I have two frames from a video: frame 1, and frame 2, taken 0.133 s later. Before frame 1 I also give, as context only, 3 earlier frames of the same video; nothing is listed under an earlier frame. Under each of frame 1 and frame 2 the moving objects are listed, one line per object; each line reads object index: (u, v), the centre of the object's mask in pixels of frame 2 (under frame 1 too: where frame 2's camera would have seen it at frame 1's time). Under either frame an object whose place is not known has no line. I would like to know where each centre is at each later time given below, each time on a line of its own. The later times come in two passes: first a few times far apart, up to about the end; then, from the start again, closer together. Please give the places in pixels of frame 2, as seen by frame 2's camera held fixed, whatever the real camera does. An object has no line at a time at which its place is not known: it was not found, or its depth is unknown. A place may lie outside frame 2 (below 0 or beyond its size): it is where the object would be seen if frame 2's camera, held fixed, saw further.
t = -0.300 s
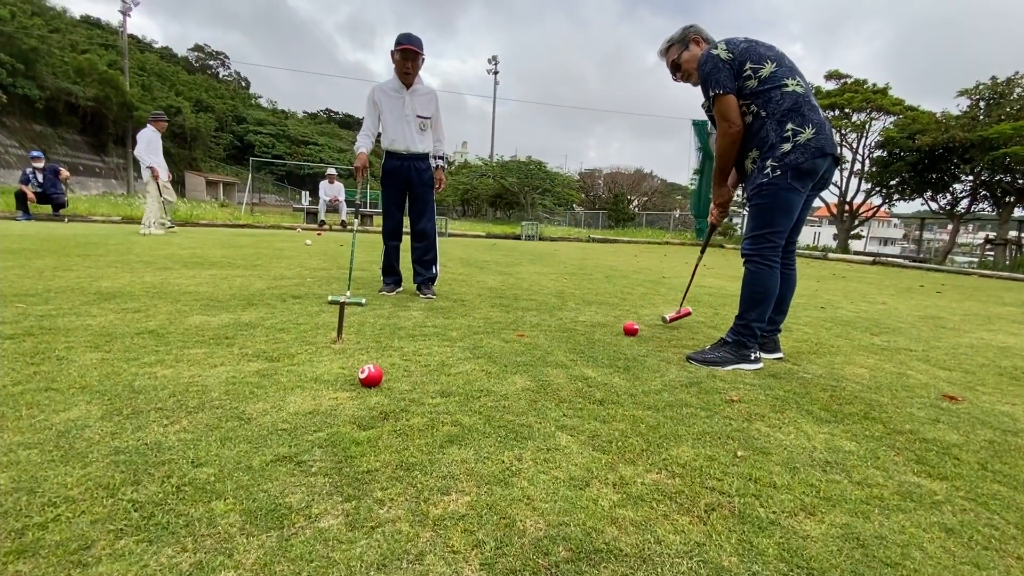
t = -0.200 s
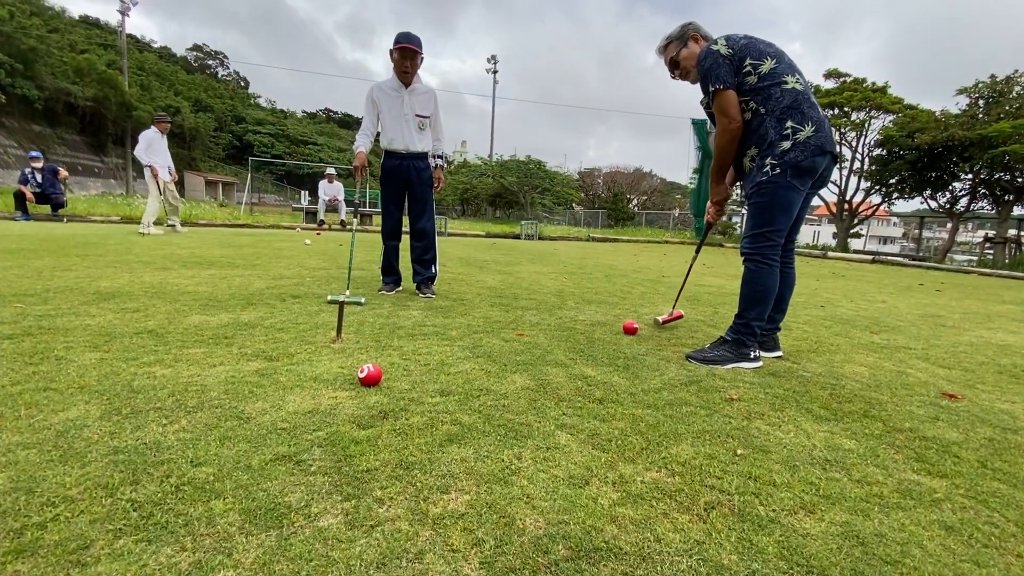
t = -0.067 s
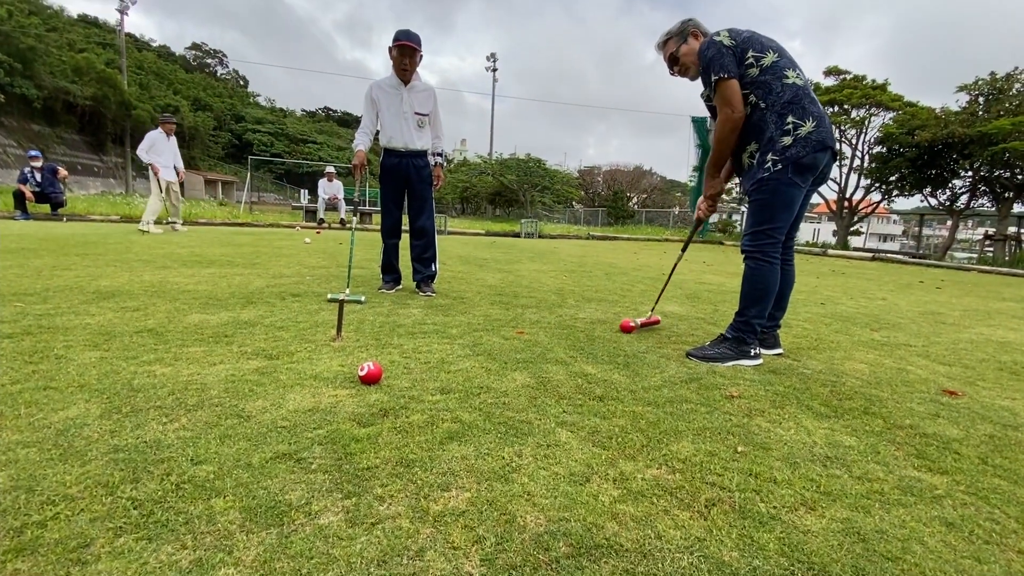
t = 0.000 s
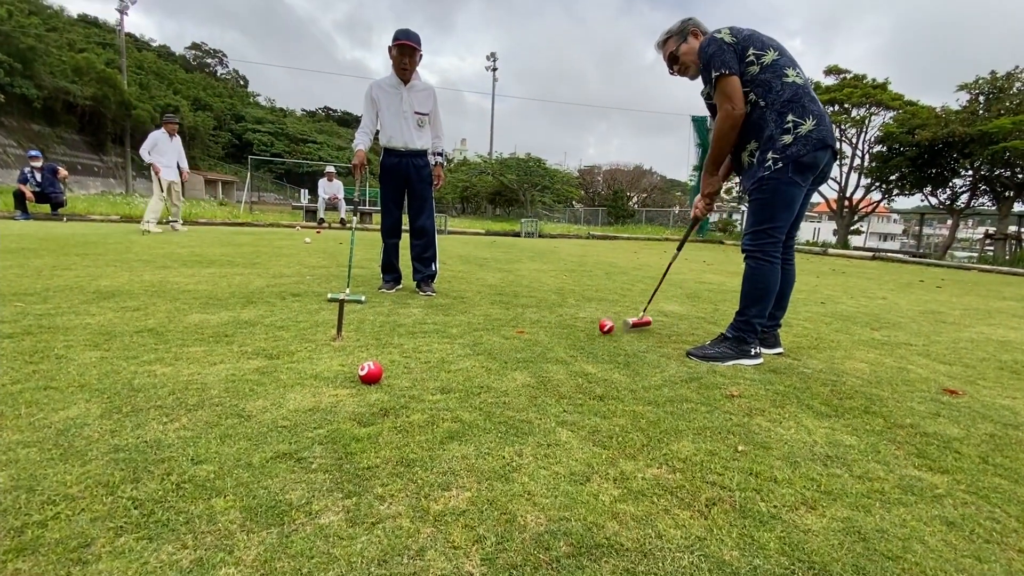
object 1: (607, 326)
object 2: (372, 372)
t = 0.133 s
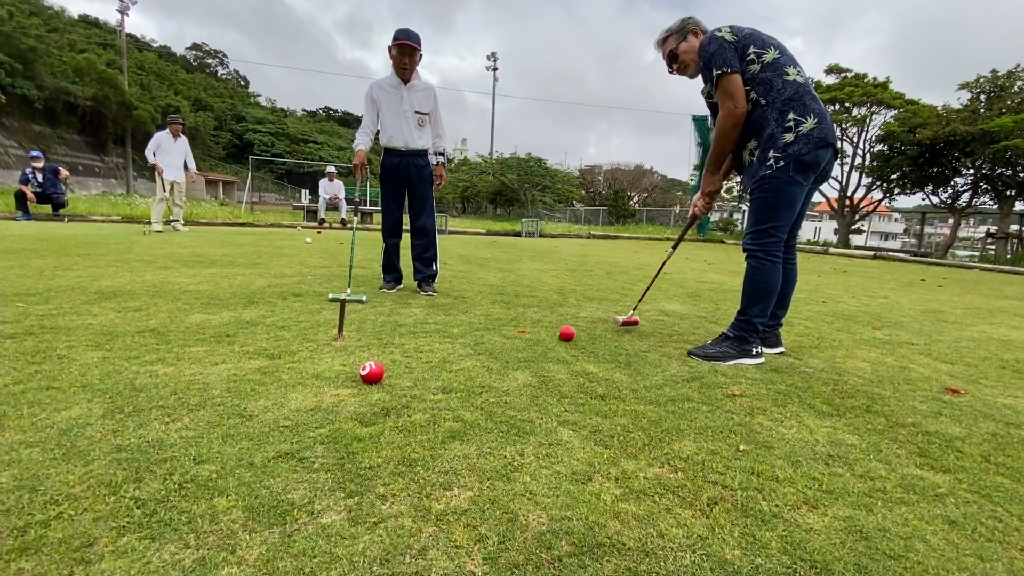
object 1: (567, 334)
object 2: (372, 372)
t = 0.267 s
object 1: (530, 339)
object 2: (372, 372)
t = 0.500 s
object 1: (467, 350)
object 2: (372, 372)
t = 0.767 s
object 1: (391, 362)
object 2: (371, 372)
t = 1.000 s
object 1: (345, 362)
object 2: (354, 378)
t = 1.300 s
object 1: (323, 361)
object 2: (346, 379)
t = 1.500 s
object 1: (318, 362)
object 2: (350, 378)
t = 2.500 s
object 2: (352, 376)
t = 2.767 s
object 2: (352, 376)
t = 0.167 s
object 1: (557, 334)
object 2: (372, 372)
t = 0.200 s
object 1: (549, 333)
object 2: (372, 372)
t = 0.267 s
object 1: (530, 339)
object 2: (372, 372)
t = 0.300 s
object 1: (522, 338)
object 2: (372, 372)
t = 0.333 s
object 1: (513, 337)
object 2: (372, 372)
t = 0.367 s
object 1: (504, 340)
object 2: (372, 372)
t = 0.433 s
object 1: (486, 345)
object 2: (372, 372)
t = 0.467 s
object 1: (477, 346)
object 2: (372, 372)
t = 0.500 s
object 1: (467, 350)
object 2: (372, 372)
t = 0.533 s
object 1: (458, 352)
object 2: (372, 372)
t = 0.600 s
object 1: (439, 355)
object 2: (372, 372)
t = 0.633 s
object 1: (429, 357)
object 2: (372, 372)
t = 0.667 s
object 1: (419, 357)
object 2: (372, 372)
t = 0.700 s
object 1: (410, 360)
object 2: (372, 372)
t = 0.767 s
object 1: (391, 362)
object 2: (371, 372)
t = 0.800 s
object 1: (384, 362)
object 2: (370, 373)
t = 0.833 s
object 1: (378, 362)
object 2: (367, 374)
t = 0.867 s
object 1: (371, 360)
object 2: (364, 375)
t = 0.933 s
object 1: (356, 361)
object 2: (359, 377)
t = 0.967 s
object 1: (351, 361)
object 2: (356, 378)
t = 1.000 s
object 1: (345, 362)
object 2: (354, 378)
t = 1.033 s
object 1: (342, 362)
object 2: (351, 379)
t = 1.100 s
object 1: (335, 361)
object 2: (347, 379)
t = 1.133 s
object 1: (333, 362)
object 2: (346, 379)
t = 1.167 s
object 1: (330, 362)
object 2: (346, 379)
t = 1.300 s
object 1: (323, 361)
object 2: (346, 379)
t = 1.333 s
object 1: (321, 361)
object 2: (346, 379)
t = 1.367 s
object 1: (321, 361)
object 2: (347, 379)
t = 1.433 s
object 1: (319, 362)
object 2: (348, 379)
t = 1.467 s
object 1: (318, 362)
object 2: (349, 378)
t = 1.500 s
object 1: (318, 362)
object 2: (350, 378)
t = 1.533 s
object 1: (318, 362)
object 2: (350, 378)
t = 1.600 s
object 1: (317, 362)
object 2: (351, 377)
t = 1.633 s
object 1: (317, 362)
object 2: (352, 377)
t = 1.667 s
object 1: (317, 362)
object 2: (352, 376)
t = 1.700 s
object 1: (317, 362)
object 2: (352, 376)
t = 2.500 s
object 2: (352, 376)
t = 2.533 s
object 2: (352, 376)
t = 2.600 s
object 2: (352, 376)
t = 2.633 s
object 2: (352, 376)
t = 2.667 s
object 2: (352, 376)
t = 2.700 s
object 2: (352, 376)
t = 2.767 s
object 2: (352, 376)
